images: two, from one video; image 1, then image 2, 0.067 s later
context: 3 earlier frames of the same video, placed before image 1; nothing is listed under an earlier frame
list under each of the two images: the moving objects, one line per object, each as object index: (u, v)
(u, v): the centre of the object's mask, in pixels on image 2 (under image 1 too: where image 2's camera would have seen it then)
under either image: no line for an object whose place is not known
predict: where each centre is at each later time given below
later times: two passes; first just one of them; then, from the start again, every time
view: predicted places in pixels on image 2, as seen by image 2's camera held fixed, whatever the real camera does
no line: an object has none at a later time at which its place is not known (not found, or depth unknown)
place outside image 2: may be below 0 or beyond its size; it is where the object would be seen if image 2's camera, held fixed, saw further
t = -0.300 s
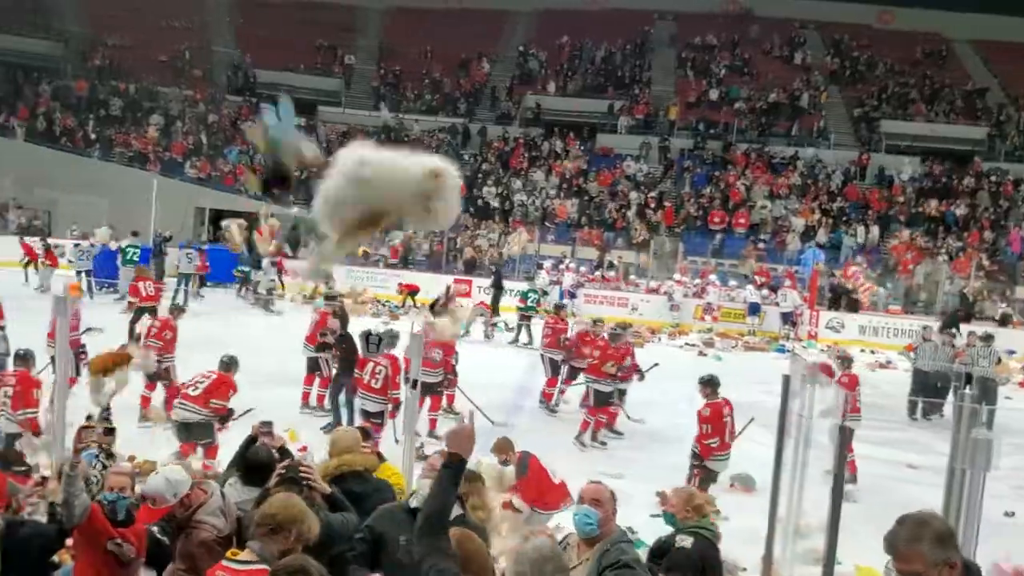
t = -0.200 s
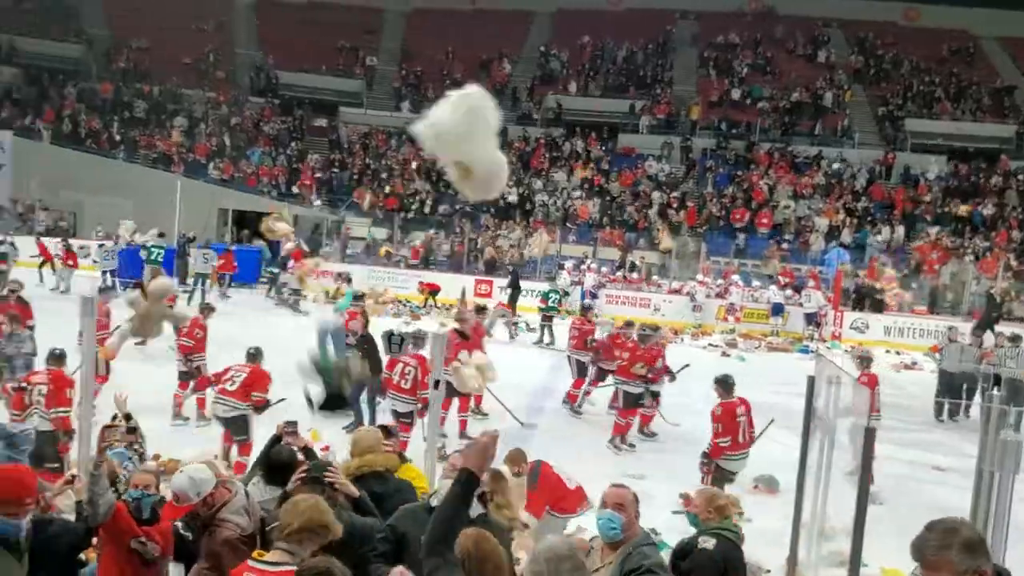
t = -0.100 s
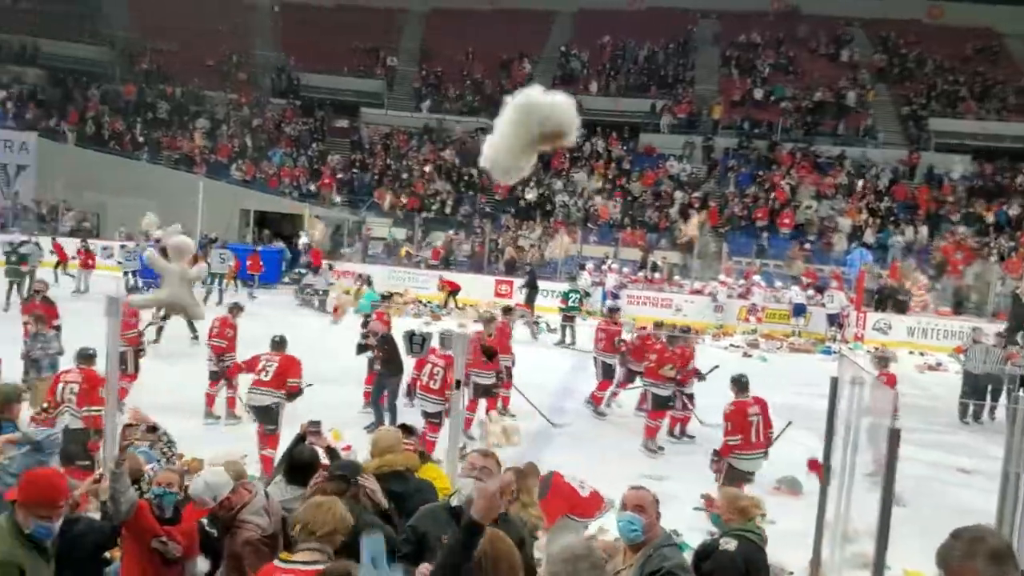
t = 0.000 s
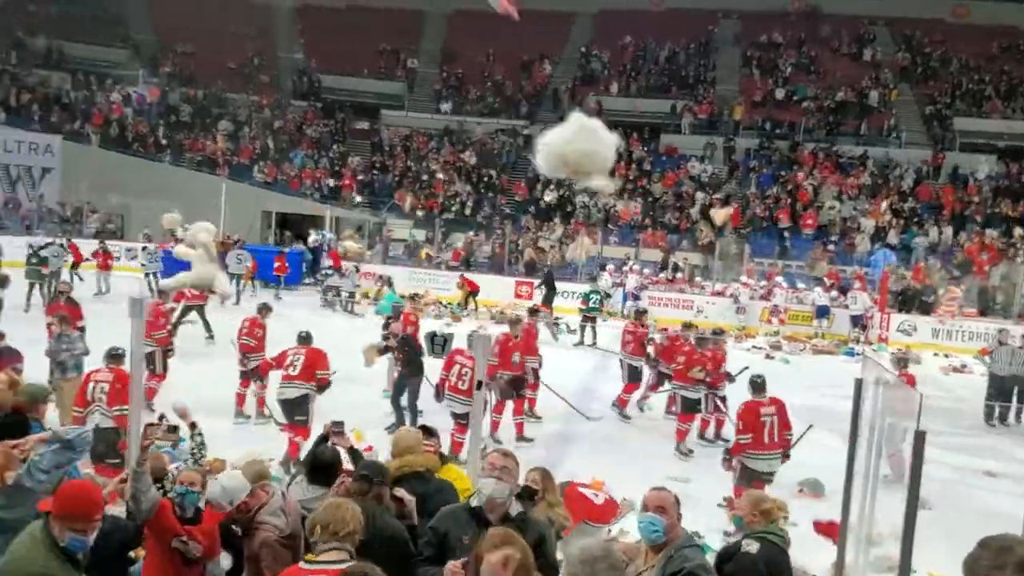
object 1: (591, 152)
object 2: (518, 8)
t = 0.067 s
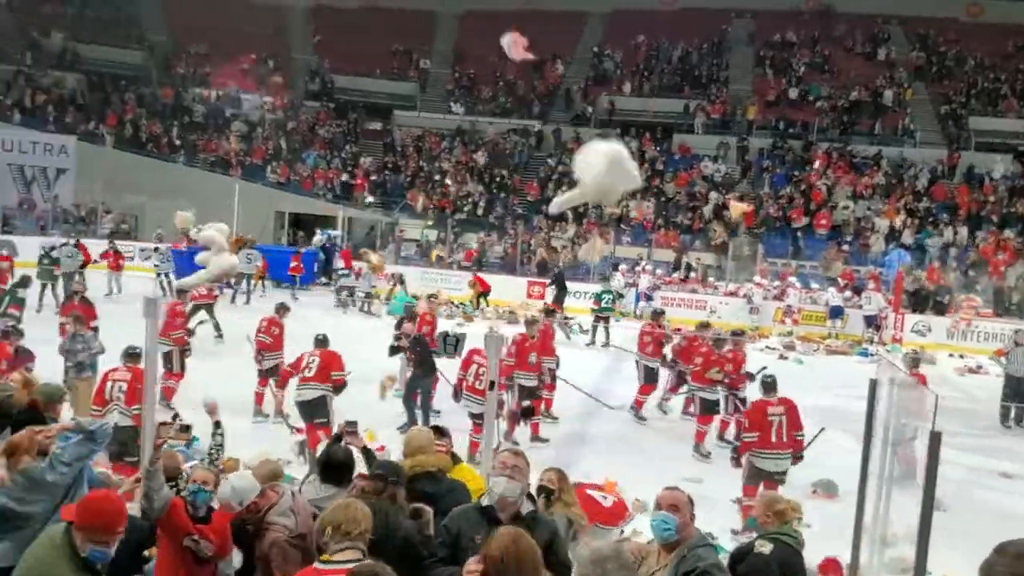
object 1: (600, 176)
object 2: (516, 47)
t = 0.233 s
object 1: (623, 244)
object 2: (521, 173)
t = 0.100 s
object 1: (604, 187)
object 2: (517, 72)
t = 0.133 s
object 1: (608, 199)
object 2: (518, 97)
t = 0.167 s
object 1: (613, 212)
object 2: (519, 122)
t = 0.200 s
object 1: (618, 228)
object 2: (518, 146)
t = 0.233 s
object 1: (623, 244)
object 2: (521, 173)
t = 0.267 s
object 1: (628, 259)
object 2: (524, 198)
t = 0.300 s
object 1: (628, 278)
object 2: (526, 224)
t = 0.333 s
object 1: (636, 300)
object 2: (527, 250)
